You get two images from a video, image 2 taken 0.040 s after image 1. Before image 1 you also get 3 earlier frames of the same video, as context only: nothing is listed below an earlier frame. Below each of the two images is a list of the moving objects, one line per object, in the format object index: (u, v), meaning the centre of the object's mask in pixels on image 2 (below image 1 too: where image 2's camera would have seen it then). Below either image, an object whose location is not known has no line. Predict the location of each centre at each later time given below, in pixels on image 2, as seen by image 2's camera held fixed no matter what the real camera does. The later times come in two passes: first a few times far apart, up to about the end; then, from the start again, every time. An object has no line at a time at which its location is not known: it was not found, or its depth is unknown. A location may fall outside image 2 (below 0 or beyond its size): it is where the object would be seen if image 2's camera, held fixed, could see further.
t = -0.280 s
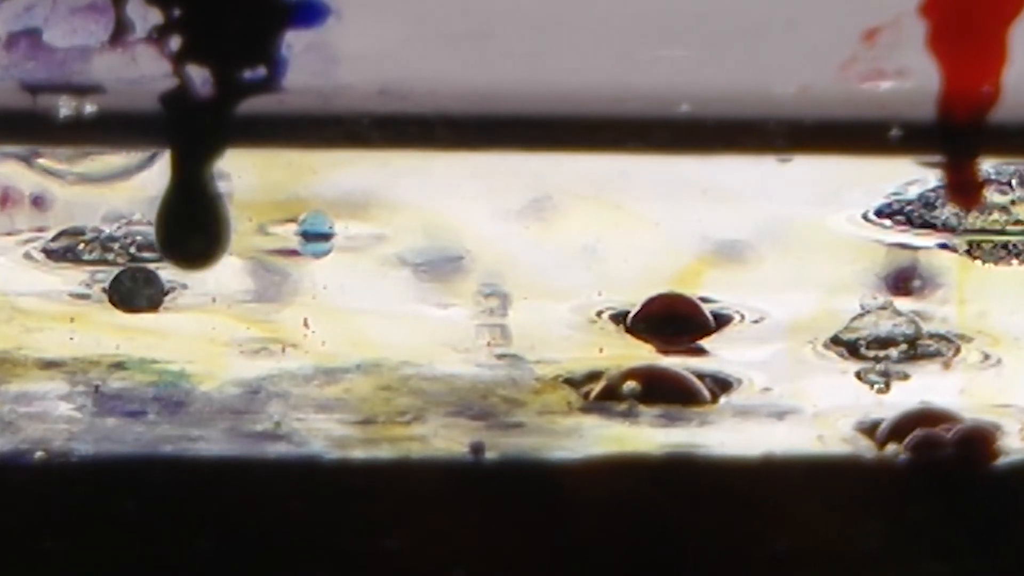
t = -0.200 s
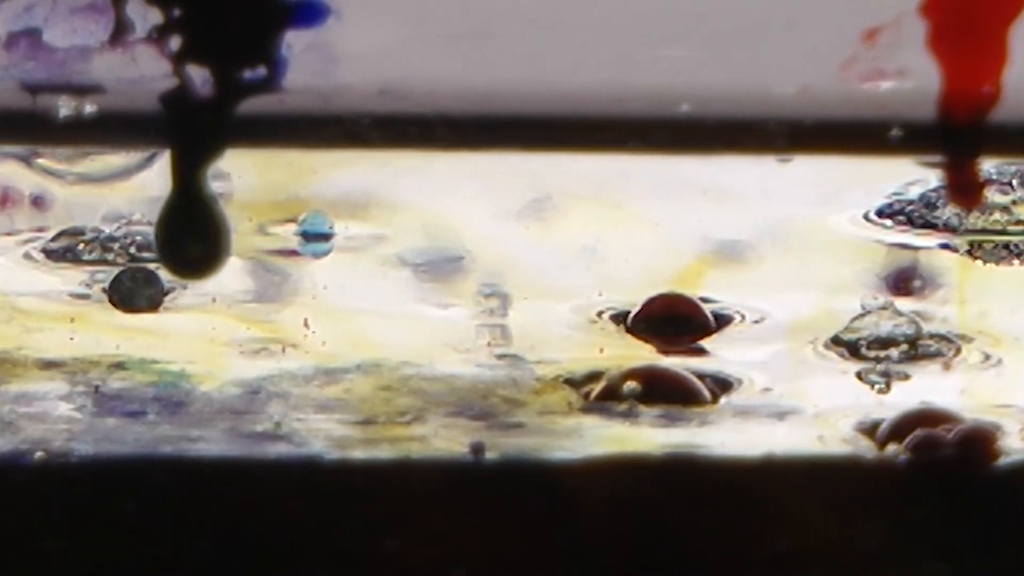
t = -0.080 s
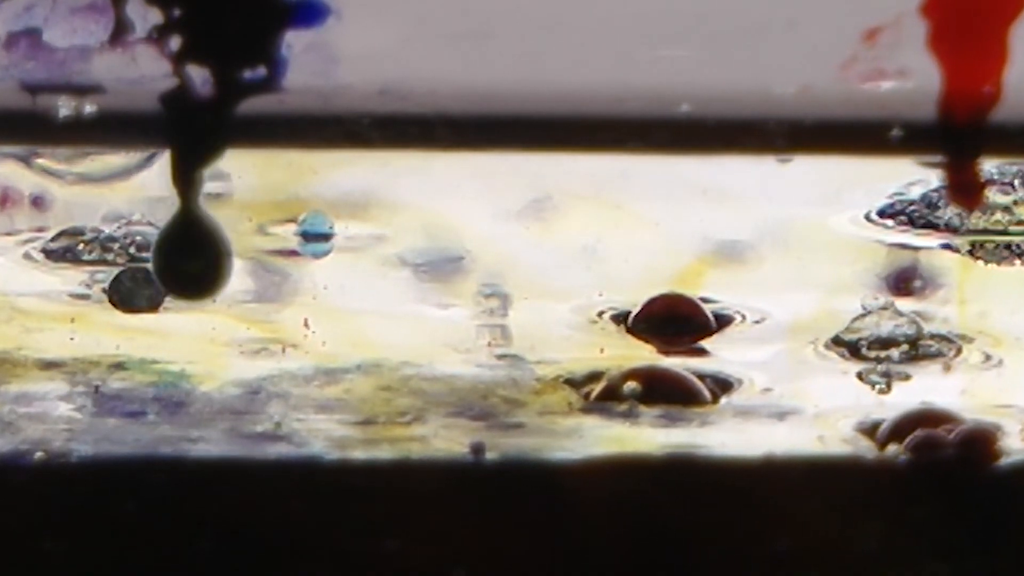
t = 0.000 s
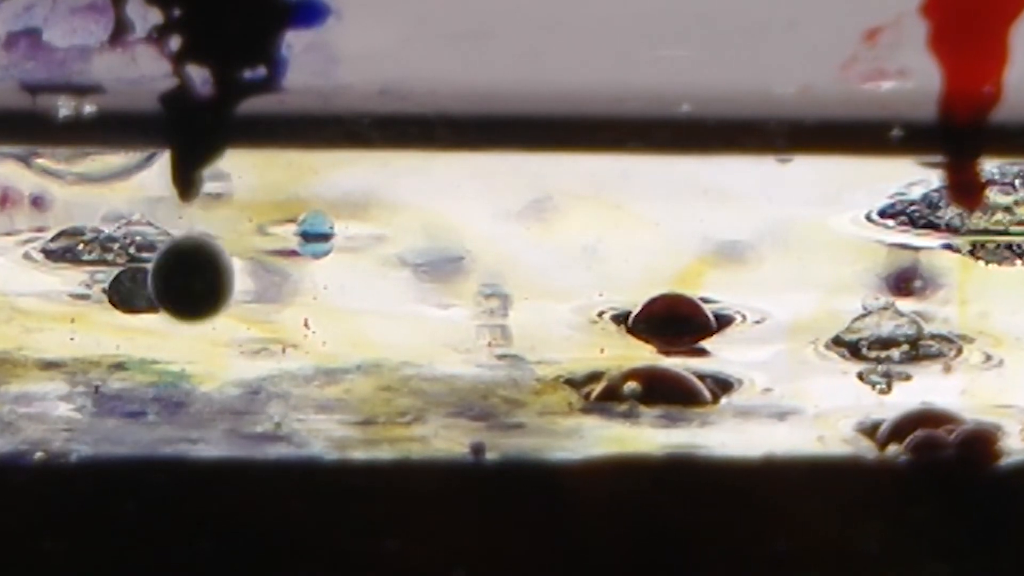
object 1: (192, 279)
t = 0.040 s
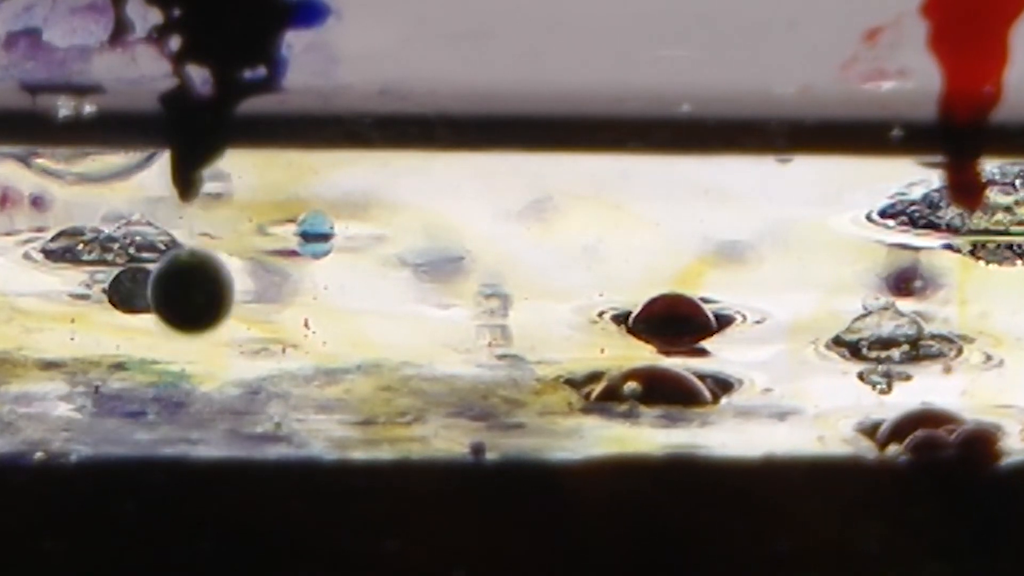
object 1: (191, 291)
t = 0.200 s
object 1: (192, 349)
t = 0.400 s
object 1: (192, 405)
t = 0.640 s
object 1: (190, 427)
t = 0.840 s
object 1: (190, 431)
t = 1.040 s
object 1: (189, 433)
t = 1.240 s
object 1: (189, 436)
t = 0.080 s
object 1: (192, 305)
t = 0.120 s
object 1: (192, 320)
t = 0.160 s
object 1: (192, 333)
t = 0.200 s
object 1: (192, 349)
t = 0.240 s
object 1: (192, 363)
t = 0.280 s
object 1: (192, 376)
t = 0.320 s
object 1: (192, 388)
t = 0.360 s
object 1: (192, 398)
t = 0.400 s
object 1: (192, 405)
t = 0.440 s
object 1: (191, 411)
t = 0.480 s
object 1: (191, 415)
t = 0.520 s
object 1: (190, 421)
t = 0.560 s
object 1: (190, 424)
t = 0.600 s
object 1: (190, 425)
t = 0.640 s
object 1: (190, 427)
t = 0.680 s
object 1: (190, 428)
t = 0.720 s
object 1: (190, 429)
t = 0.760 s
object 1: (190, 430)
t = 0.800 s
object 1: (190, 431)
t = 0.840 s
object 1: (190, 431)
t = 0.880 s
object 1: (190, 432)
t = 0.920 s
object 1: (190, 432)
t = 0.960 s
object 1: (190, 432)
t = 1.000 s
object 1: (190, 433)
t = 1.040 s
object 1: (189, 433)
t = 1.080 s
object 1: (189, 433)
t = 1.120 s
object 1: (189, 434)
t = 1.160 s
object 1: (189, 434)
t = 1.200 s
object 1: (189, 435)
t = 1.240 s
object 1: (189, 436)
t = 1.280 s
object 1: (189, 436)
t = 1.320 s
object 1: (189, 436)
